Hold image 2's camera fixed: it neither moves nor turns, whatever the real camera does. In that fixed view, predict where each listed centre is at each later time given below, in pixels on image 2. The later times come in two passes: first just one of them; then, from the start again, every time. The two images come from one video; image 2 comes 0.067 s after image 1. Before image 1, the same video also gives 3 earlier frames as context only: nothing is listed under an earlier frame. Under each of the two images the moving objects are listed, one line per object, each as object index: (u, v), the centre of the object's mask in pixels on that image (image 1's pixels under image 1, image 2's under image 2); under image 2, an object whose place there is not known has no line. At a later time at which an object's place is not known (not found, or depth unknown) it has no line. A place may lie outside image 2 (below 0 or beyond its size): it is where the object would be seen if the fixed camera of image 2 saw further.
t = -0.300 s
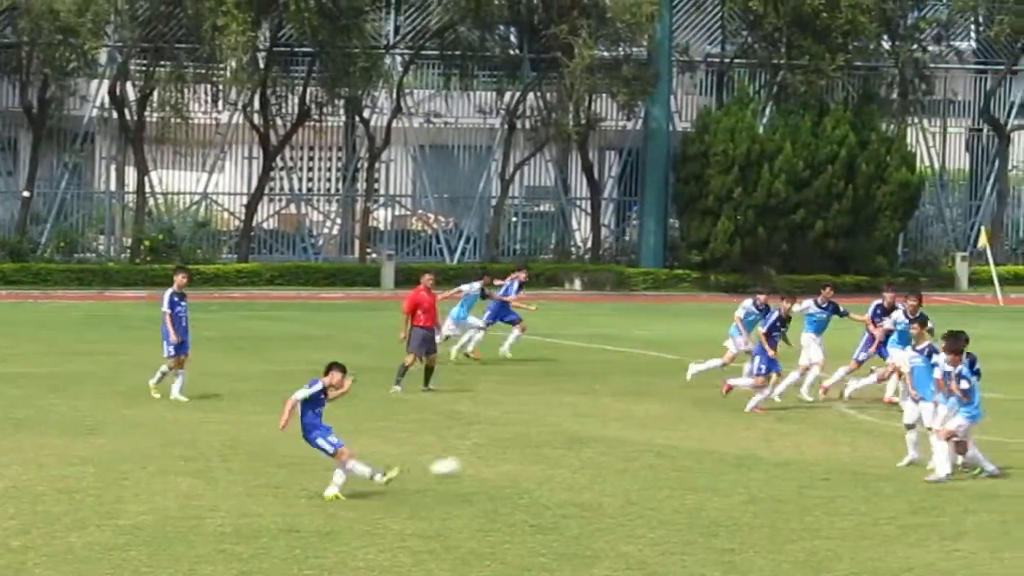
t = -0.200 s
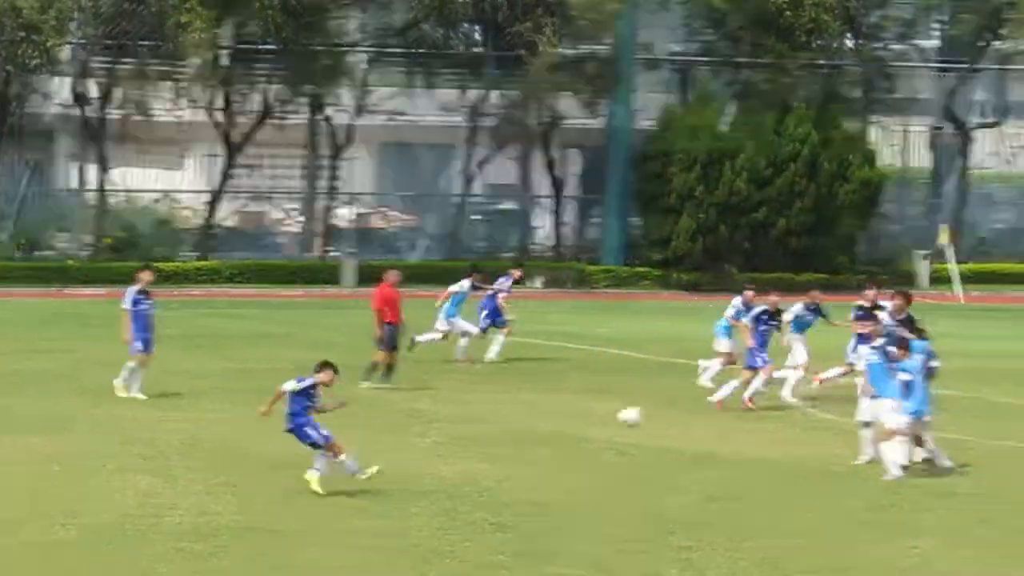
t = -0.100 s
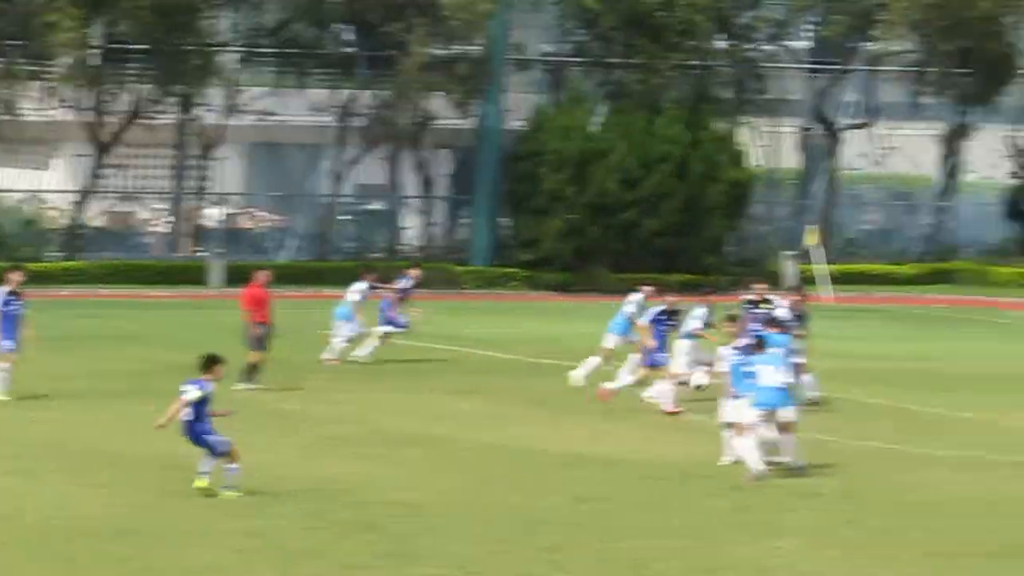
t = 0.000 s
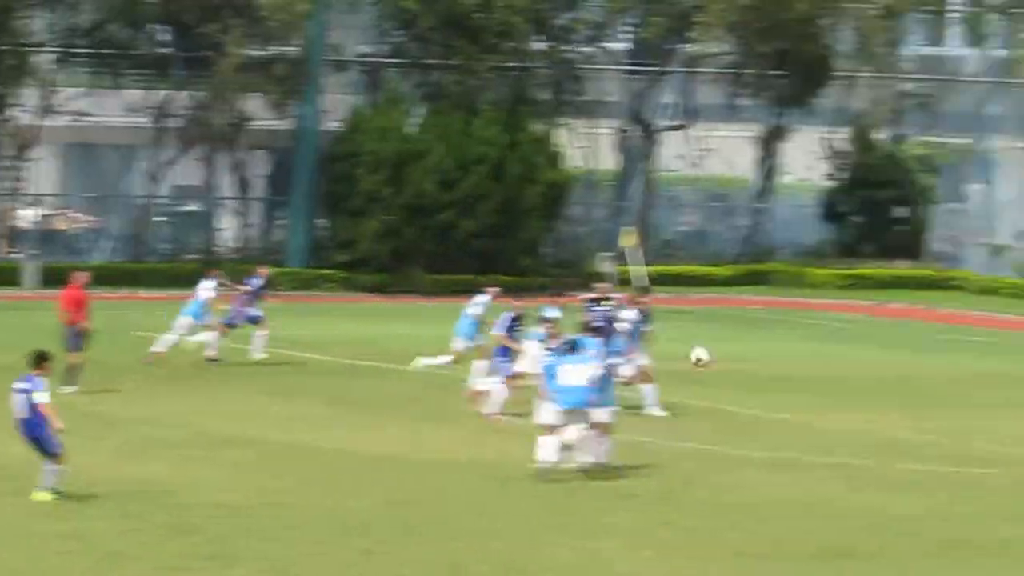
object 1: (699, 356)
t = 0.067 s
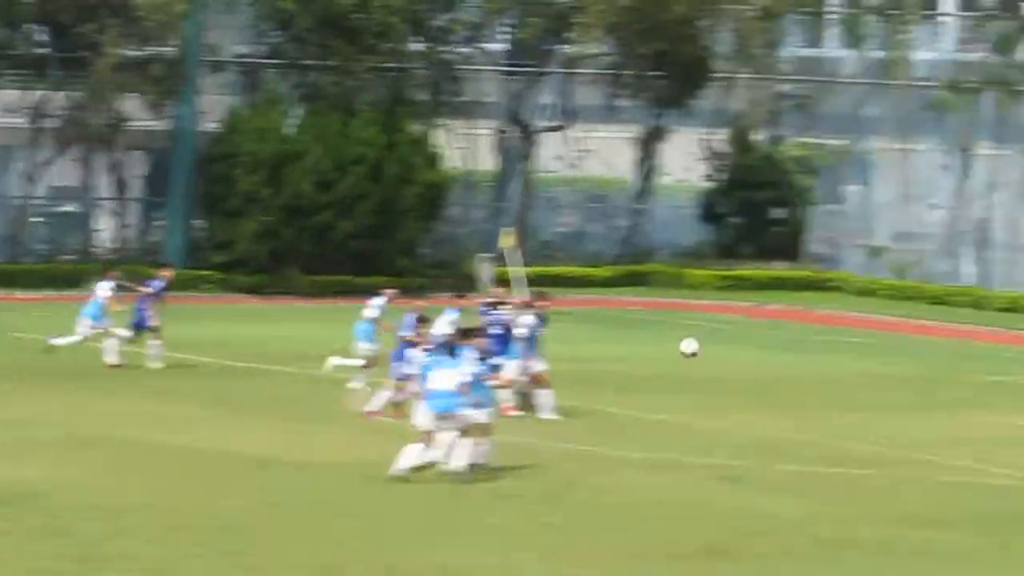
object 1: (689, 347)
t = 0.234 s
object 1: (933, 337)
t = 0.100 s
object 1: (740, 343)
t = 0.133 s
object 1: (790, 341)
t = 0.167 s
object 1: (838, 339)
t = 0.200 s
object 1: (887, 337)
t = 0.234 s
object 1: (933, 337)
